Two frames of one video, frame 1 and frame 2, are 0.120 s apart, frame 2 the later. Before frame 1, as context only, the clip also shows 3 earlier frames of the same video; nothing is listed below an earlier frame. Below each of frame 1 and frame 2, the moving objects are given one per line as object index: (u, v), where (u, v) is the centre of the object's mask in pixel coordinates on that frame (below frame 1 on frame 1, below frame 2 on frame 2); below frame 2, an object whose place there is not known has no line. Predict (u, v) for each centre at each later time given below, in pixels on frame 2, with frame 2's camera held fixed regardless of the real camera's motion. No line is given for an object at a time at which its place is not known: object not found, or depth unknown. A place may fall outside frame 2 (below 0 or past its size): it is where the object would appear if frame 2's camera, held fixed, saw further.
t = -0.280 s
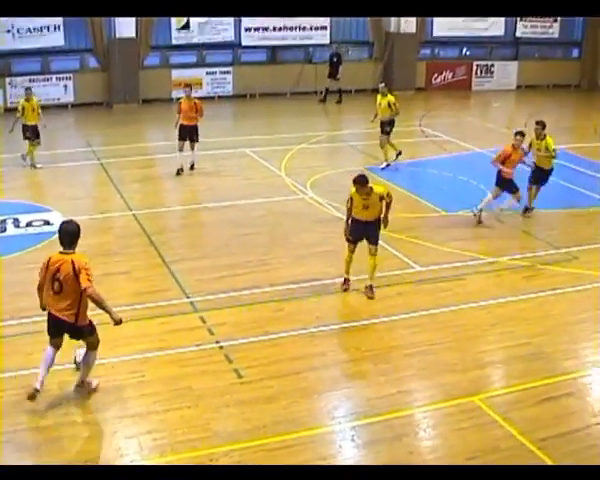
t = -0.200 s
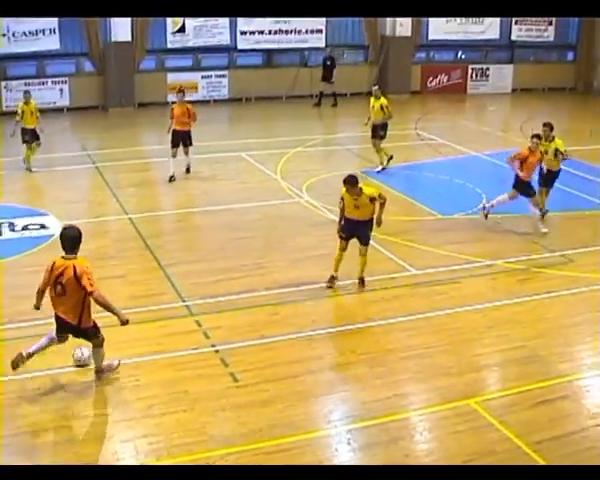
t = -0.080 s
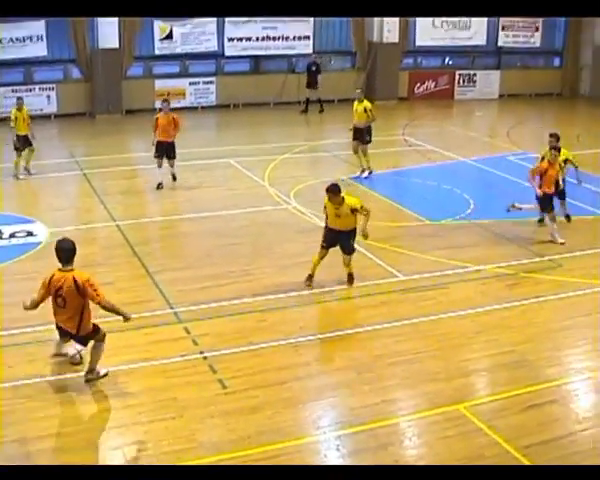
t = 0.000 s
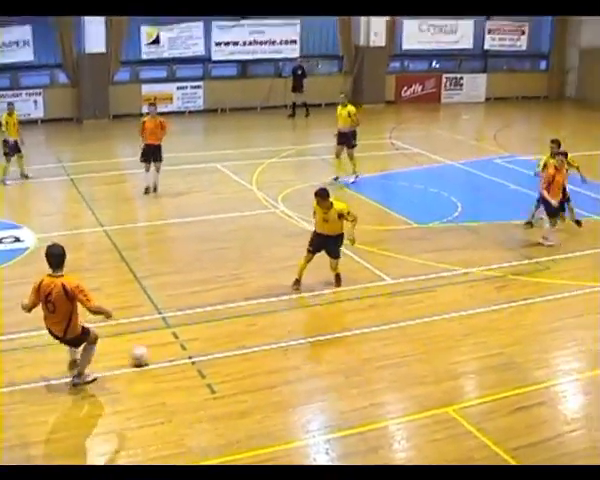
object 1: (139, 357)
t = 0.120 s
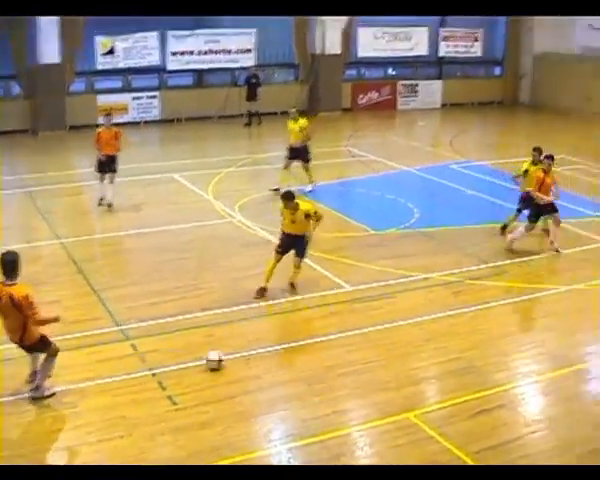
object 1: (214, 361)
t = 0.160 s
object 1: (250, 358)
